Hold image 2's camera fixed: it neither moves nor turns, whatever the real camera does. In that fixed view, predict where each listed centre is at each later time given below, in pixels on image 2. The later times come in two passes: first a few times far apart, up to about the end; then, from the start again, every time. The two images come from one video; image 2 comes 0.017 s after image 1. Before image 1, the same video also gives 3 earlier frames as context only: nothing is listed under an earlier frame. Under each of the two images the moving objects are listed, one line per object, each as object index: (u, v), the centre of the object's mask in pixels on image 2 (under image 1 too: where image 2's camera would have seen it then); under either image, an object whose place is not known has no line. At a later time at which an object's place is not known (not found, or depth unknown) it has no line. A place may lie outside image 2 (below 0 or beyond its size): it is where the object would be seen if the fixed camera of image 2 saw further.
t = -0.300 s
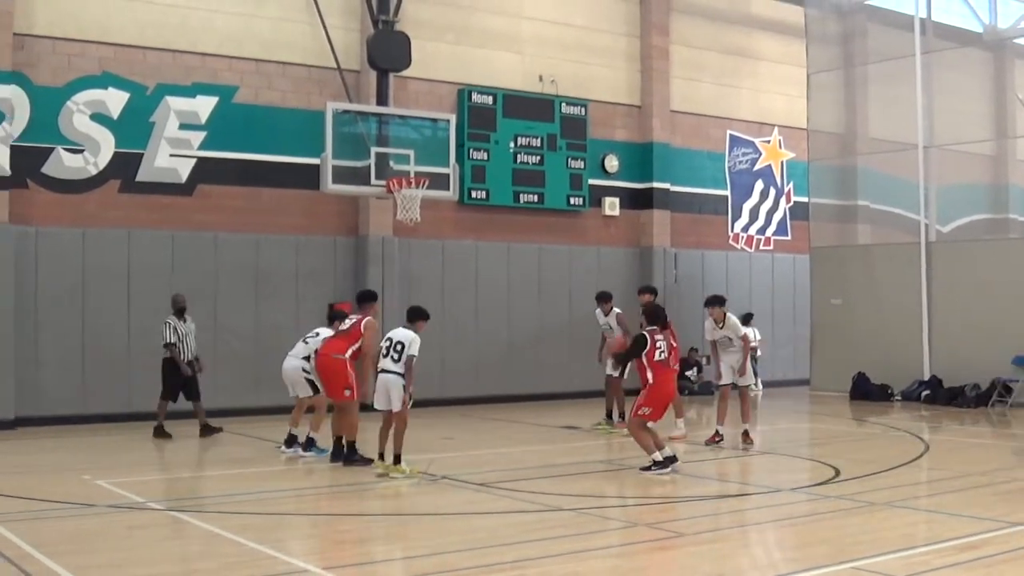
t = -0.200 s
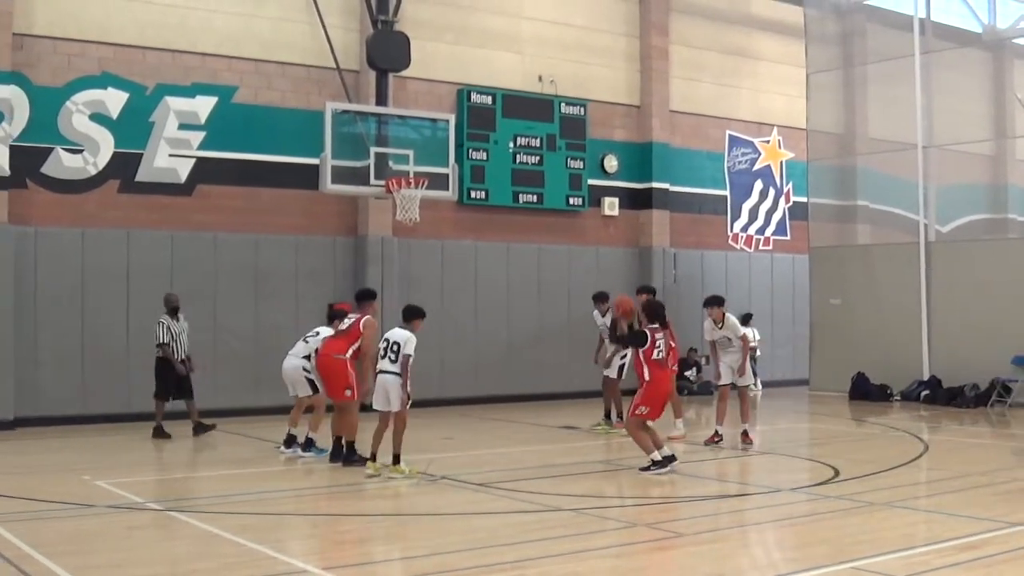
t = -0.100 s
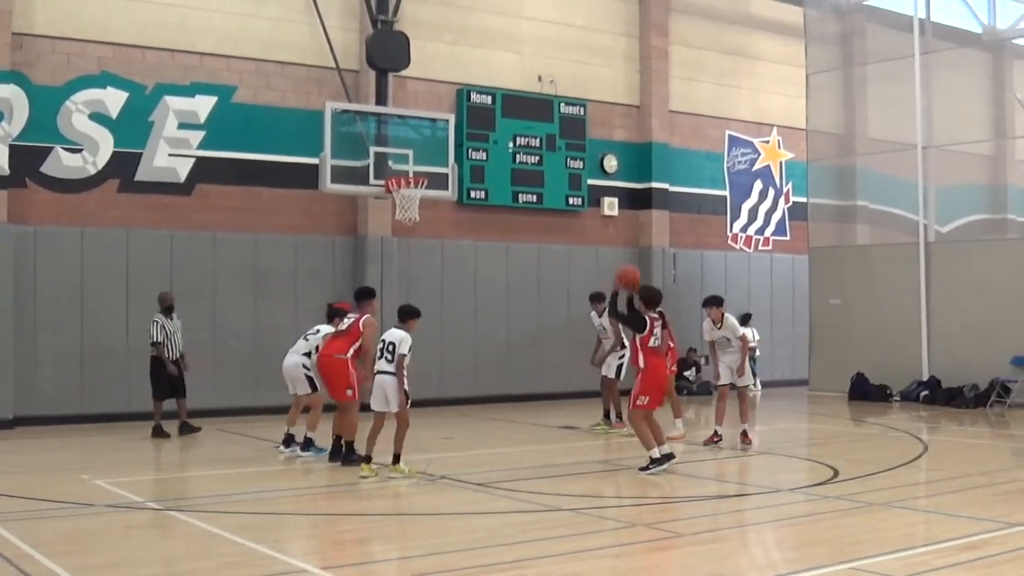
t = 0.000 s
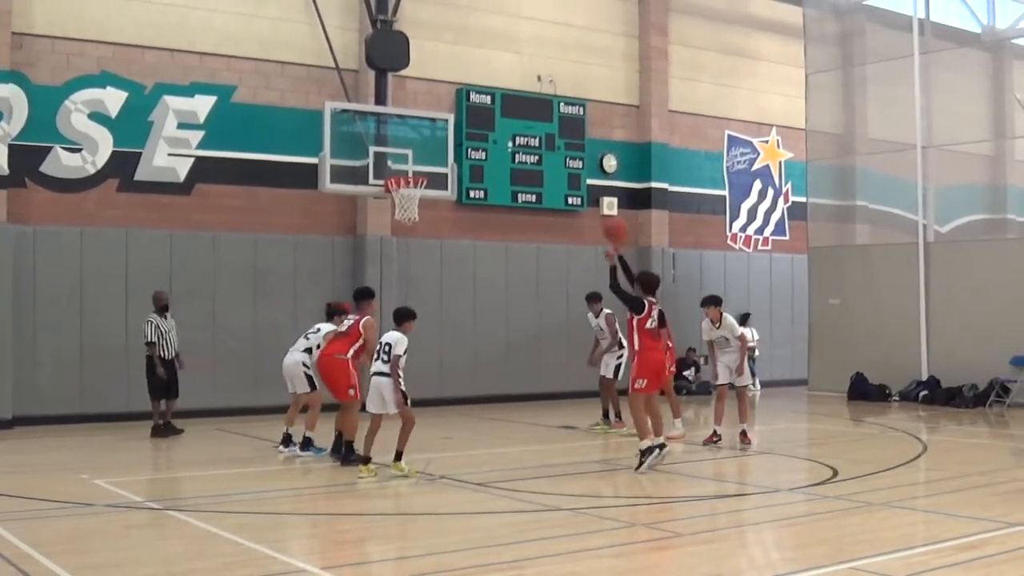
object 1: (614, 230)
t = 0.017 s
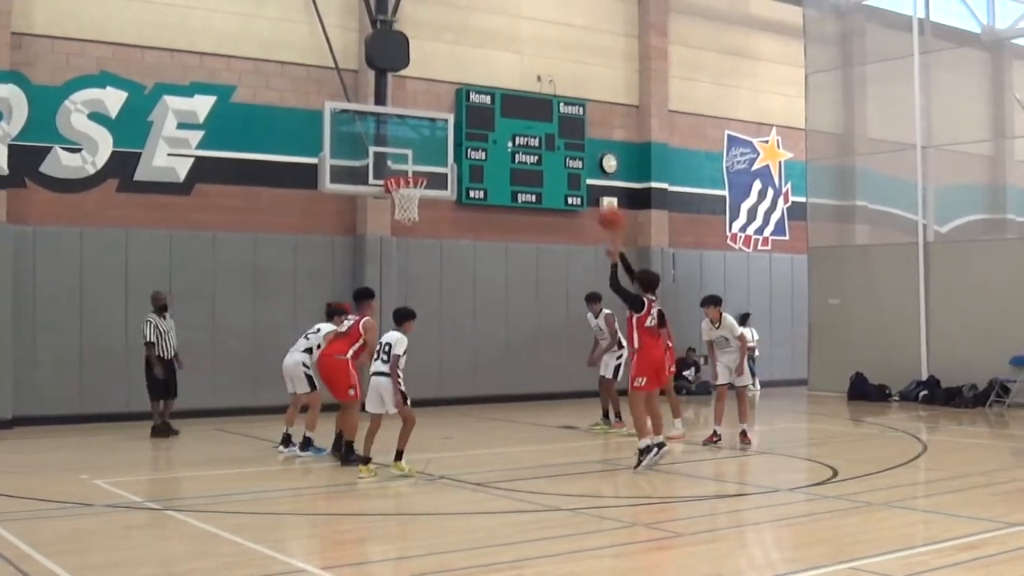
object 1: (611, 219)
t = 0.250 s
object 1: (554, 113)
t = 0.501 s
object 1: (501, 71)
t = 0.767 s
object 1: (452, 91)
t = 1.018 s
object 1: (412, 158)
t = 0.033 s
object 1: (606, 207)
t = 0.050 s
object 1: (602, 197)
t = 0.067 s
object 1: (598, 190)
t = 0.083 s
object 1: (594, 182)
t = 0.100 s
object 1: (589, 174)
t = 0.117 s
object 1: (586, 165)
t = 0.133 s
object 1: (581, 157)
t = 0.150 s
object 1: (577, 149)
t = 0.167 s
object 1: (573, 142)
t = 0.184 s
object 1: (570, 136)
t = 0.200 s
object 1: (567, 130)
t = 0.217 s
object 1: (563, 125)
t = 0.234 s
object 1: (558, 119)
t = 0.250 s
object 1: (554, 113)
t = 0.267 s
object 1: (549, 109)
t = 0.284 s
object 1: (545, 106)
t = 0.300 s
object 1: (543, 101)
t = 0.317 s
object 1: (539, 94)
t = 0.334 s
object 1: (536, 93)
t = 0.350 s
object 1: (532, 89)
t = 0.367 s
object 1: (528, 86)
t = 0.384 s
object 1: (525, 83)
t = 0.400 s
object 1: (521, 80)
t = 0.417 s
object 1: (518, 79)
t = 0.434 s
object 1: (515, 77)
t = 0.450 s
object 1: (511, 75)
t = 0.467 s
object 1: (508, 74)
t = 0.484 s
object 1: (504, 73)
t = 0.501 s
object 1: (501, 71)
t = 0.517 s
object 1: (498, 71)
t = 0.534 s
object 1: (495, 71)
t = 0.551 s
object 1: (492, 71)
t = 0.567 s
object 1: (488, 71)
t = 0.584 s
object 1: (485, 71)
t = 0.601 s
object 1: (482, 71)
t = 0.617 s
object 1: (479, 72)
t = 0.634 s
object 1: (476, 73)
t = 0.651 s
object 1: (473, 74)
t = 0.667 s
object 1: (470, 76)
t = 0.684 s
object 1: (467, 78)
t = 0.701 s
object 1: (464, 79)
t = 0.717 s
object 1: (462, 82)
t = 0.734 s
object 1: (459, 85)
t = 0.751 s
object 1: (456, 88)
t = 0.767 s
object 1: (452, 91)
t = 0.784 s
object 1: (450, 93)
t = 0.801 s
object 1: (447, 98)
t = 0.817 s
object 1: (444, 100)
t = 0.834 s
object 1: (441, 104)
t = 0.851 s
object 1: (439, 107)
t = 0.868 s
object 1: (436, 112)
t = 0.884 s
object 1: (433, 117)
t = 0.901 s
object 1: (431, 120)
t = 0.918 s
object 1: (428, 126)
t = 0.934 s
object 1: (426, 130)
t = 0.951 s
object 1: (423, 135)
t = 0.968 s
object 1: (420, 140)
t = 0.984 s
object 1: (417, 146)
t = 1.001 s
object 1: (416, 151)
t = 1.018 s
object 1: (412, 158)
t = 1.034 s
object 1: (410, 164)
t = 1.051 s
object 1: (408, 168)
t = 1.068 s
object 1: (407, 167)
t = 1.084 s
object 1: (406, 167)
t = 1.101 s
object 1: (405, 165)
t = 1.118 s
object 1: (405, 165)
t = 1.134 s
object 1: (403, 163)
